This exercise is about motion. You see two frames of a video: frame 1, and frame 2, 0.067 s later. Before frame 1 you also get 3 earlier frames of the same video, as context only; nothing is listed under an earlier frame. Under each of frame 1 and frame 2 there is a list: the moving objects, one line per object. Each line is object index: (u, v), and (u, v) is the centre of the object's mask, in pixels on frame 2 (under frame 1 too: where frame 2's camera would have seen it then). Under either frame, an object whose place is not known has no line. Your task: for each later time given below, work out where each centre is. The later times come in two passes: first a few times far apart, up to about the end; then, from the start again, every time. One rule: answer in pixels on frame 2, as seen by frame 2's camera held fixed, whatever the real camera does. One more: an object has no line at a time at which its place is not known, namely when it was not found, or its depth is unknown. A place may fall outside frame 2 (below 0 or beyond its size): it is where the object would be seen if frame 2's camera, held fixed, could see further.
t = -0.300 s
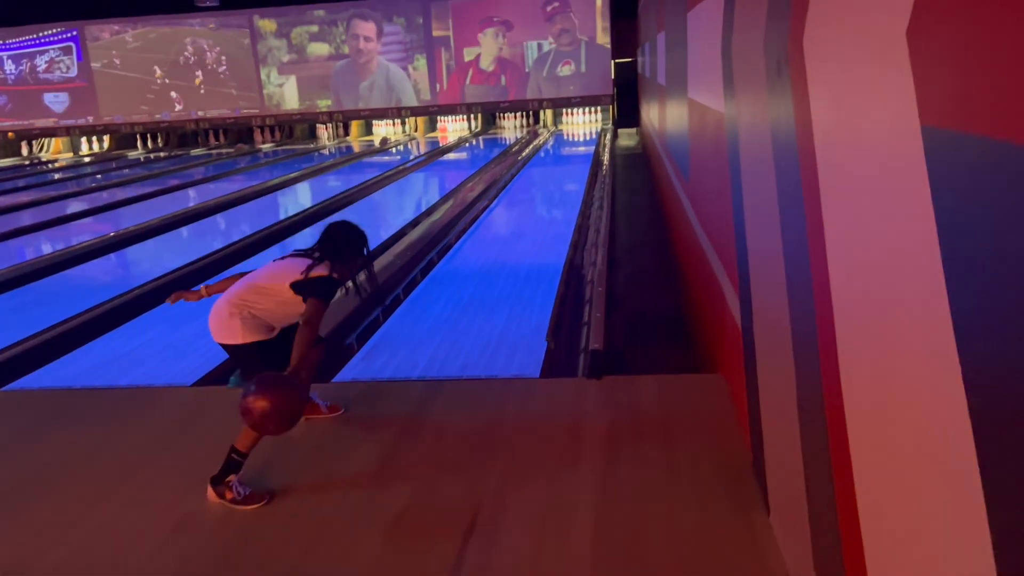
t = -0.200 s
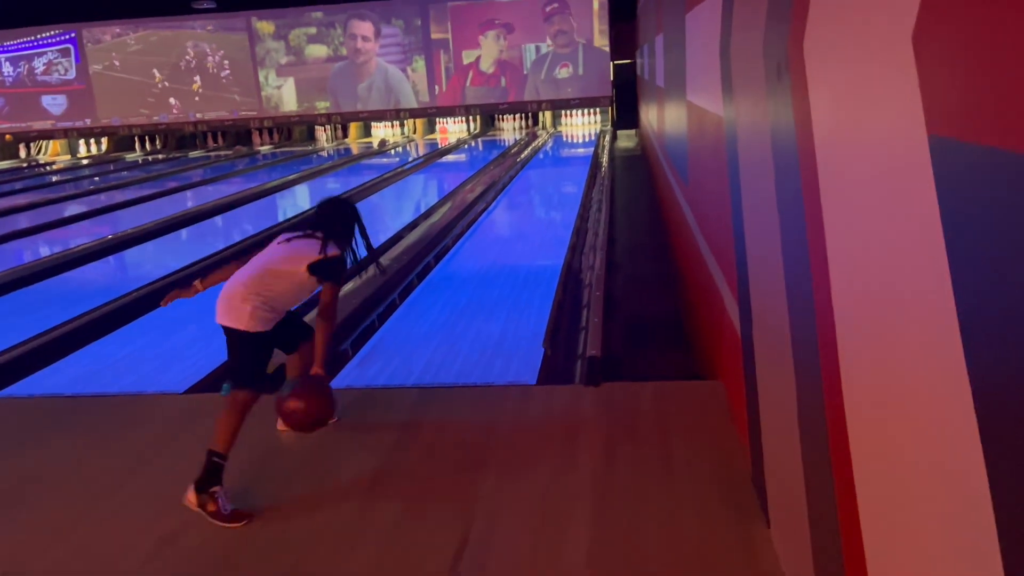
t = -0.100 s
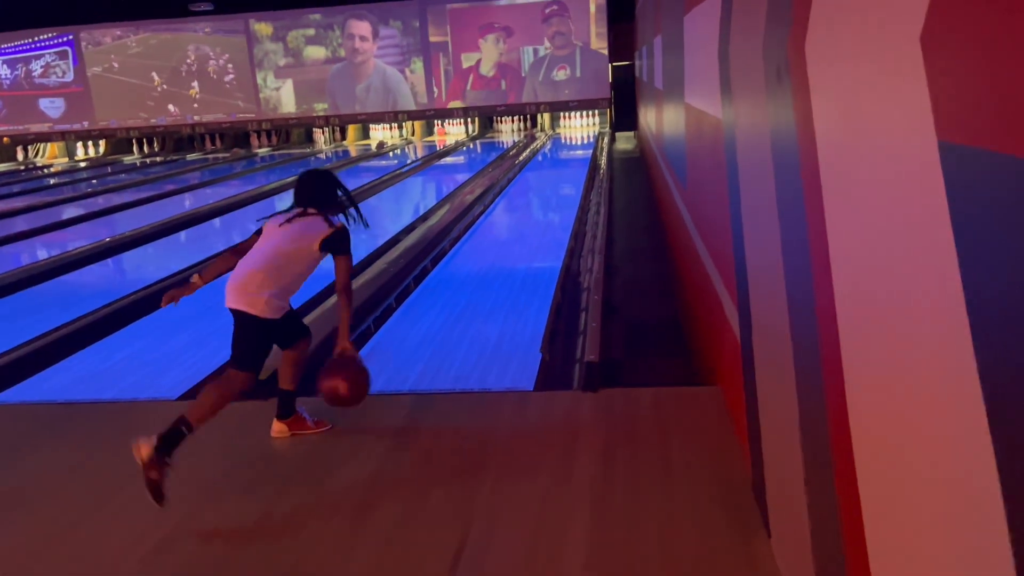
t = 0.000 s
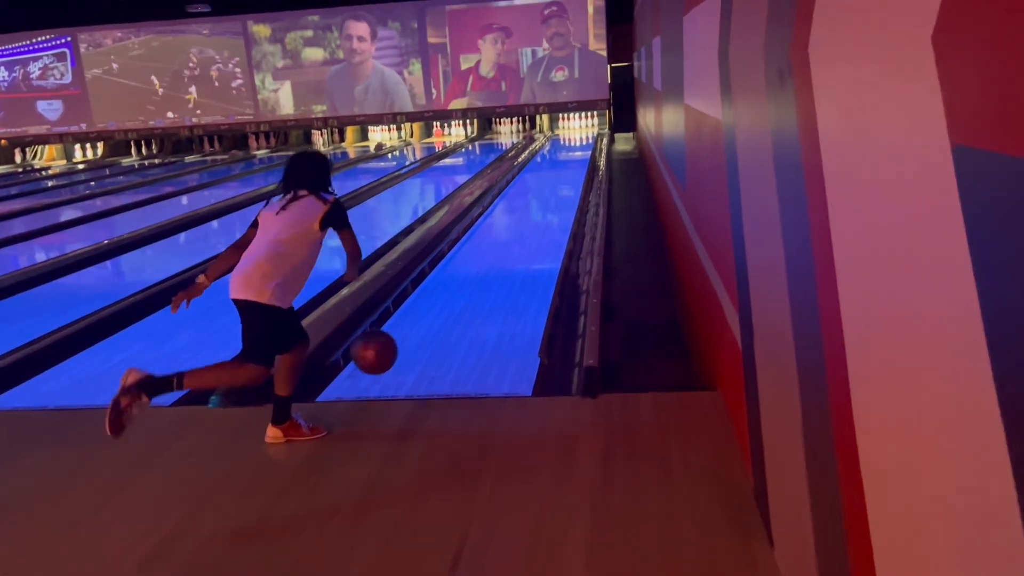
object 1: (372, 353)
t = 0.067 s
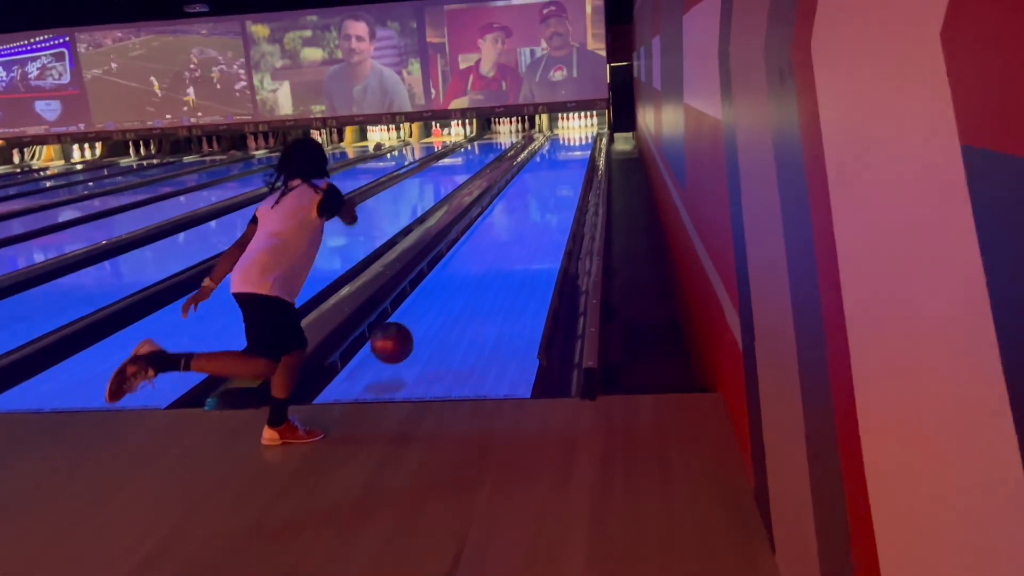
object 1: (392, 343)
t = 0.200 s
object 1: (423, 323)
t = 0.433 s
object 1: (460, 278)
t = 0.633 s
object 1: (482, 251)
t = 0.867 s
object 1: (501, 227)
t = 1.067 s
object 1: (513, 211)
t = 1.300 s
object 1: (524, 196)
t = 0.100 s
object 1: (401, 341)
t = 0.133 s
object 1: (410, 342)
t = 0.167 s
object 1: (417, 332)
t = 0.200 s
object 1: (423, 323)
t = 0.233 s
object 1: (430, 316)
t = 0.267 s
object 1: (436, 309)
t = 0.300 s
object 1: (441, 302)
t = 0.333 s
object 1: (446, 295)
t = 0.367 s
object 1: (451, 289)
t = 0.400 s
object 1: (456, 284)
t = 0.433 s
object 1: (460, 278)
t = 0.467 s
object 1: (464, 273)
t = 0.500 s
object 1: (468, 269)
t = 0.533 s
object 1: (472, 264)
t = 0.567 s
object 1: (476, 259)
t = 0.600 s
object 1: (479, 255)
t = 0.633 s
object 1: (482, 251)
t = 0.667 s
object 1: (485, 247)
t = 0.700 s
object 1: (488, 244)
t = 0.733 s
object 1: (491, 240)
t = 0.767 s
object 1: (494, 237)
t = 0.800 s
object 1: (496, 233)
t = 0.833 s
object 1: (499, 230)
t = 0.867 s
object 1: (501, 227)
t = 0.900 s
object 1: (503, 224)
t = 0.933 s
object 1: (505, 221)
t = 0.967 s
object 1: (507, 219)
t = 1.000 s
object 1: (509, 216)
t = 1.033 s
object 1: (511, 213)
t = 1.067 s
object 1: (513, 211)
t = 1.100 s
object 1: (515, 209)
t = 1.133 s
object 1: (516, 206)
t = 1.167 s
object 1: (518, 204)
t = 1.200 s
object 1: (520, 202)
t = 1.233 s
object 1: (521, 200)
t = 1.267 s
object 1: (522, 198)
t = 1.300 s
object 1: (524, 196)
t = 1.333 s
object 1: (525, 194)
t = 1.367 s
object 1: (526, 192)
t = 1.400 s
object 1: (528, 191)
